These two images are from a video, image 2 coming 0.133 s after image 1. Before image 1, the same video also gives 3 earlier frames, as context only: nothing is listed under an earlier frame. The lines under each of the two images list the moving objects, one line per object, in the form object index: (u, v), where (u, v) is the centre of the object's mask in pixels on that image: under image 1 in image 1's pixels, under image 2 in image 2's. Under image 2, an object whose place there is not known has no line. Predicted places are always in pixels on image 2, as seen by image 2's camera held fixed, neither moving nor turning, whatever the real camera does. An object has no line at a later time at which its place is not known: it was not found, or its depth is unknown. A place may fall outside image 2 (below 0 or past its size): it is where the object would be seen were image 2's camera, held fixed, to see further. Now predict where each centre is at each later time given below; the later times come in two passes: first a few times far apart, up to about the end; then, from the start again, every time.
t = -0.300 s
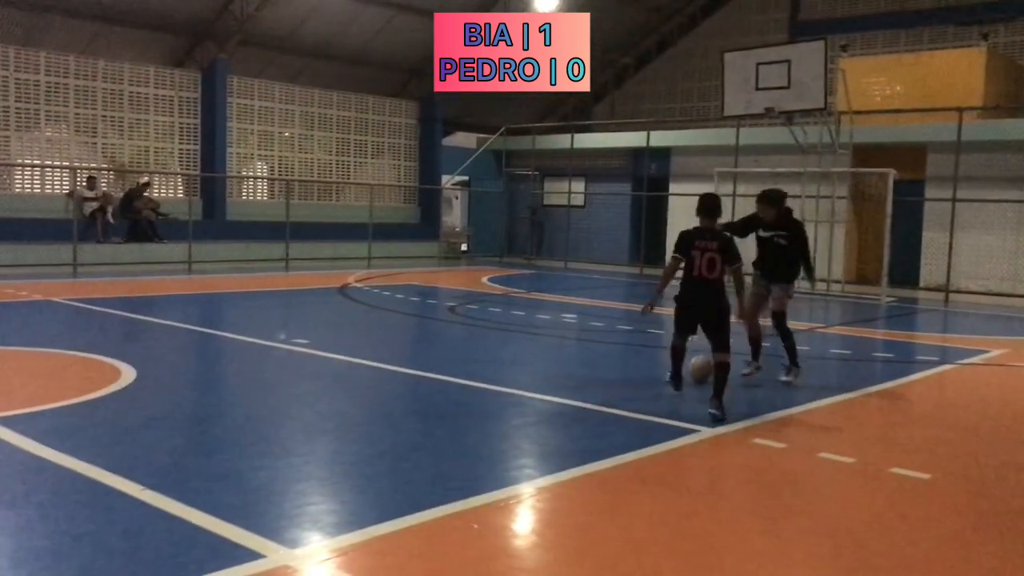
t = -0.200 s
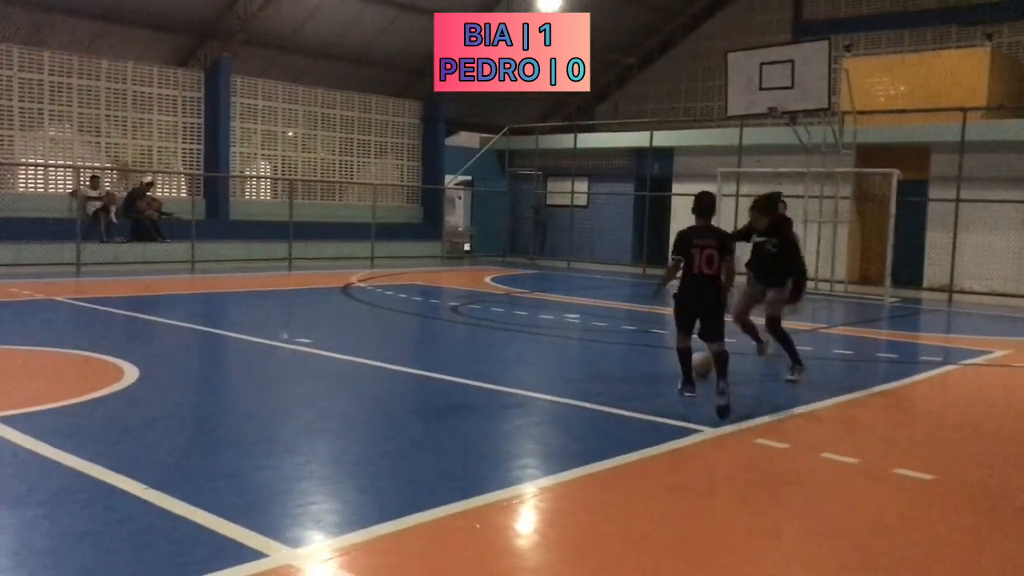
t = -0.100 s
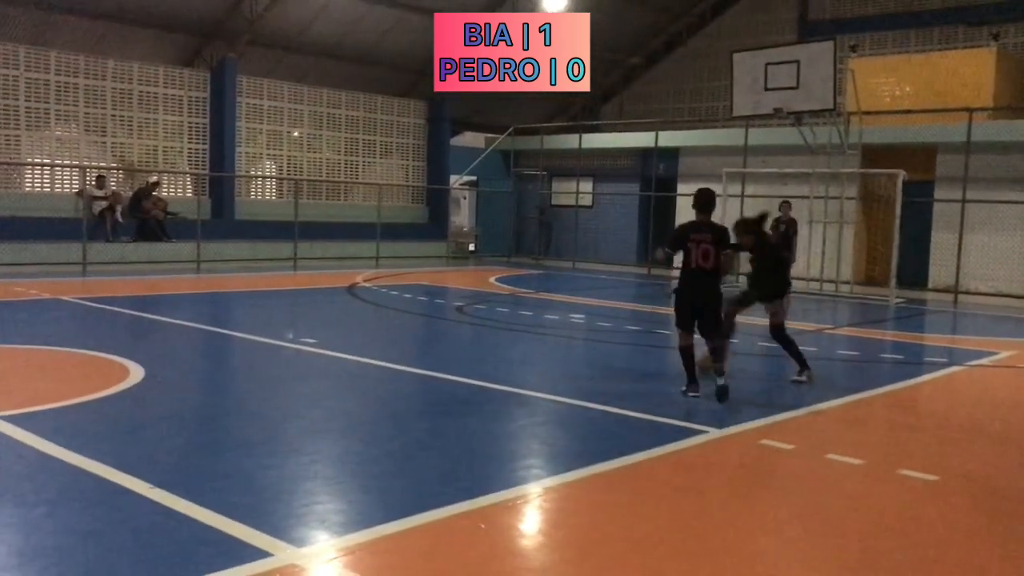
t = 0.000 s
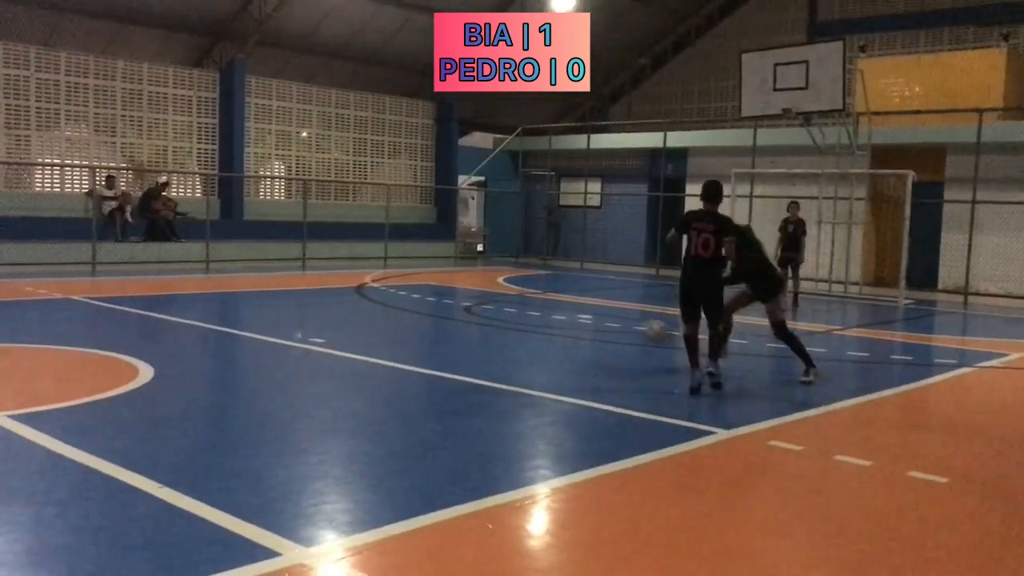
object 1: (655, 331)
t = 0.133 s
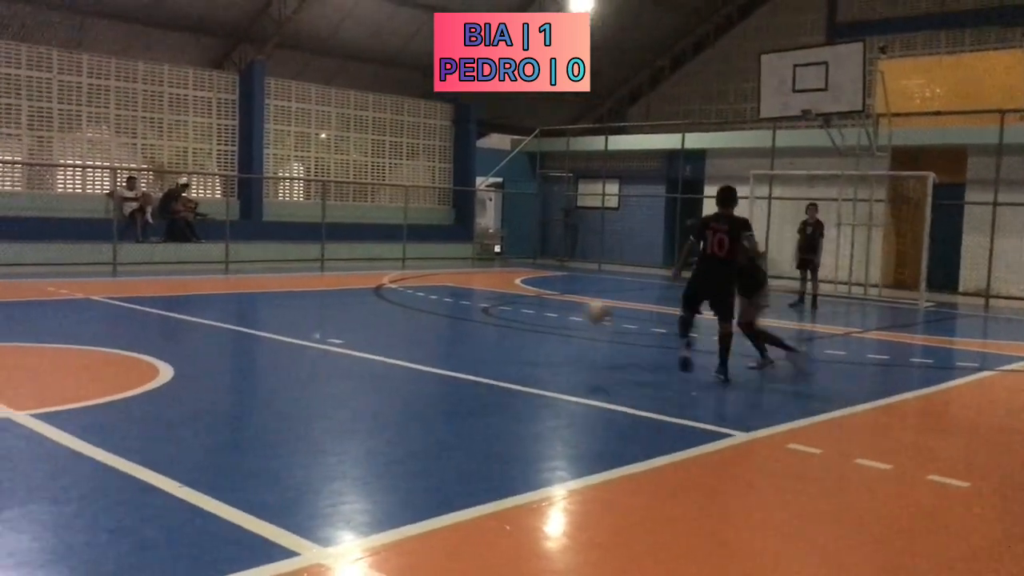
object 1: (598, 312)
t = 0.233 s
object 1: (543, 306)
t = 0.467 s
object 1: (415, 343)
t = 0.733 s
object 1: (343, 322)
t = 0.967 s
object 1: (290, 326)
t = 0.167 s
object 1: (580, 309)
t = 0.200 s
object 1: (561, 307)
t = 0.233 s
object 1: (543, 306)
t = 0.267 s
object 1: (524, 309)
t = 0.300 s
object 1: (505, 313)
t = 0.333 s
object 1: (488, 316)
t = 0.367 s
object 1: (469, 322)
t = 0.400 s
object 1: (450, 327)
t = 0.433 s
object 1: (432, 335)
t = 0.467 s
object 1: (415, 343)
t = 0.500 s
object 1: (404, 338)
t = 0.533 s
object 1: (395, 332)
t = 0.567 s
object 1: (386, 328)
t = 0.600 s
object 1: (378, 325)
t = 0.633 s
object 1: (370, 323)
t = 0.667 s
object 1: (361, 321)
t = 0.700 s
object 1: (353, 321)
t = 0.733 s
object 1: (343, 322)
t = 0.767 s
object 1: (334, 325)
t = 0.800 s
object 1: (325, 328)
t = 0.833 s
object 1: (316, 333)
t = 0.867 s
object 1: (310, 331)
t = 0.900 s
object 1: (303, 328)
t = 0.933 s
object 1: (296, 326)
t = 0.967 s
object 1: (290, 326)
